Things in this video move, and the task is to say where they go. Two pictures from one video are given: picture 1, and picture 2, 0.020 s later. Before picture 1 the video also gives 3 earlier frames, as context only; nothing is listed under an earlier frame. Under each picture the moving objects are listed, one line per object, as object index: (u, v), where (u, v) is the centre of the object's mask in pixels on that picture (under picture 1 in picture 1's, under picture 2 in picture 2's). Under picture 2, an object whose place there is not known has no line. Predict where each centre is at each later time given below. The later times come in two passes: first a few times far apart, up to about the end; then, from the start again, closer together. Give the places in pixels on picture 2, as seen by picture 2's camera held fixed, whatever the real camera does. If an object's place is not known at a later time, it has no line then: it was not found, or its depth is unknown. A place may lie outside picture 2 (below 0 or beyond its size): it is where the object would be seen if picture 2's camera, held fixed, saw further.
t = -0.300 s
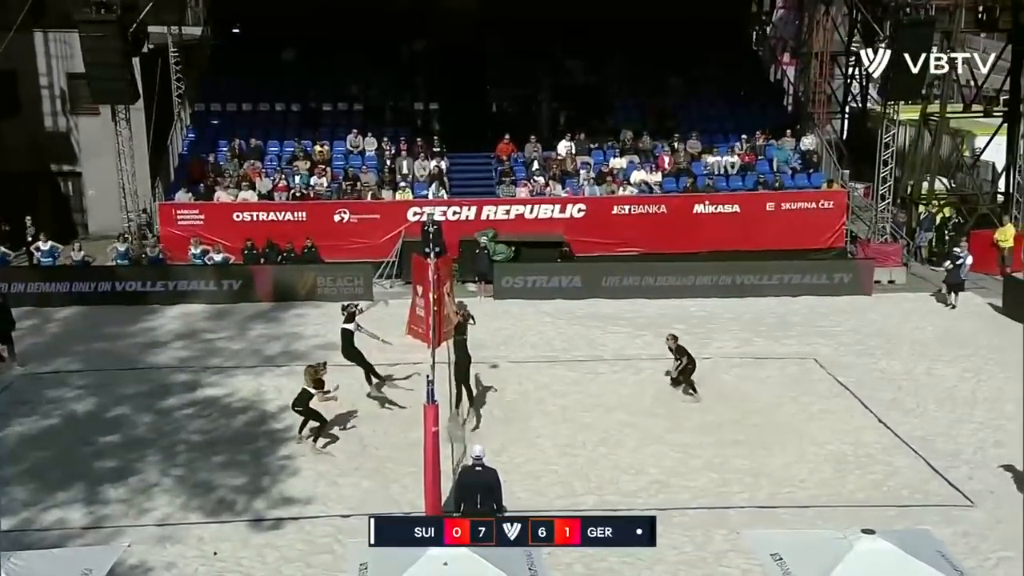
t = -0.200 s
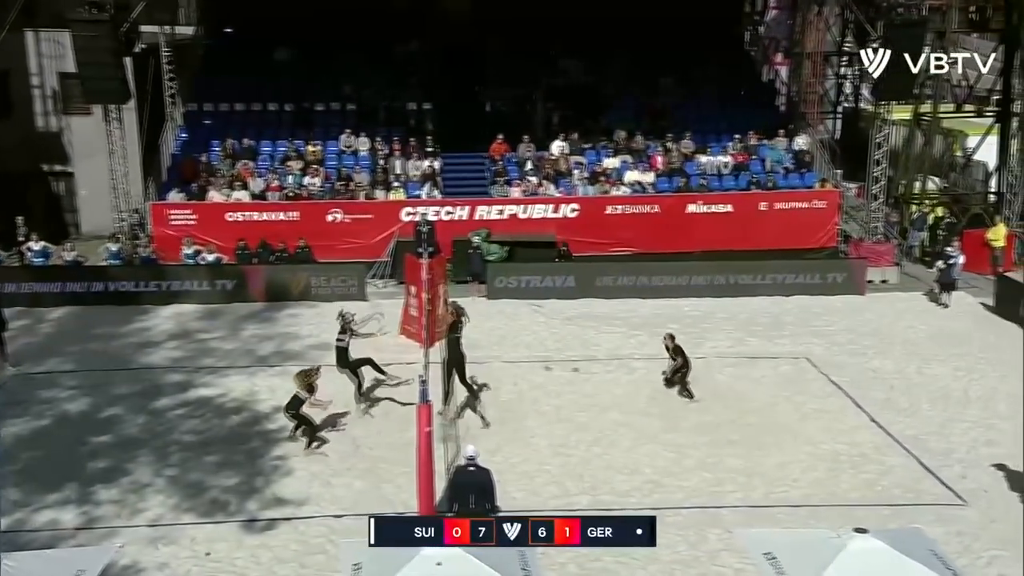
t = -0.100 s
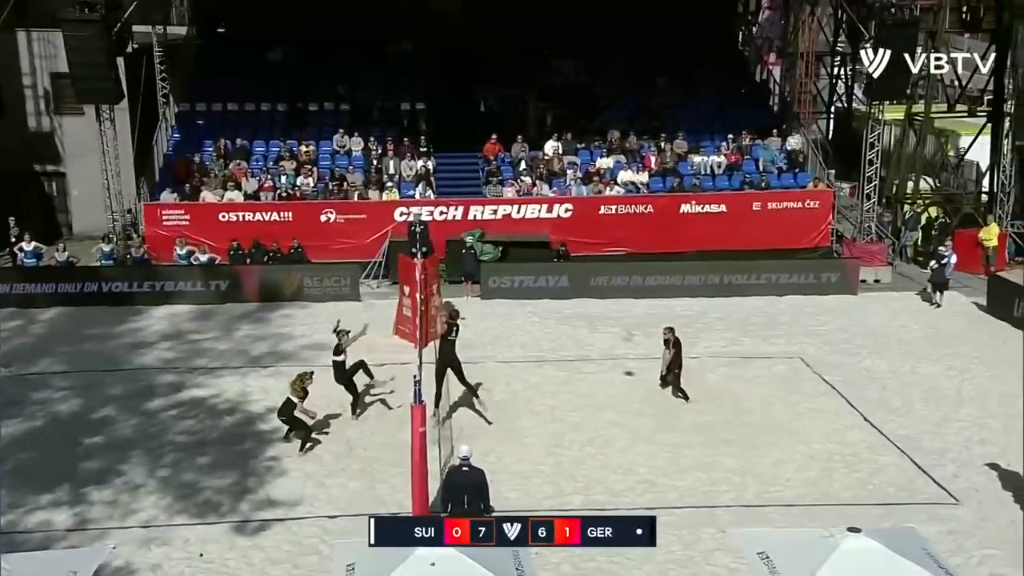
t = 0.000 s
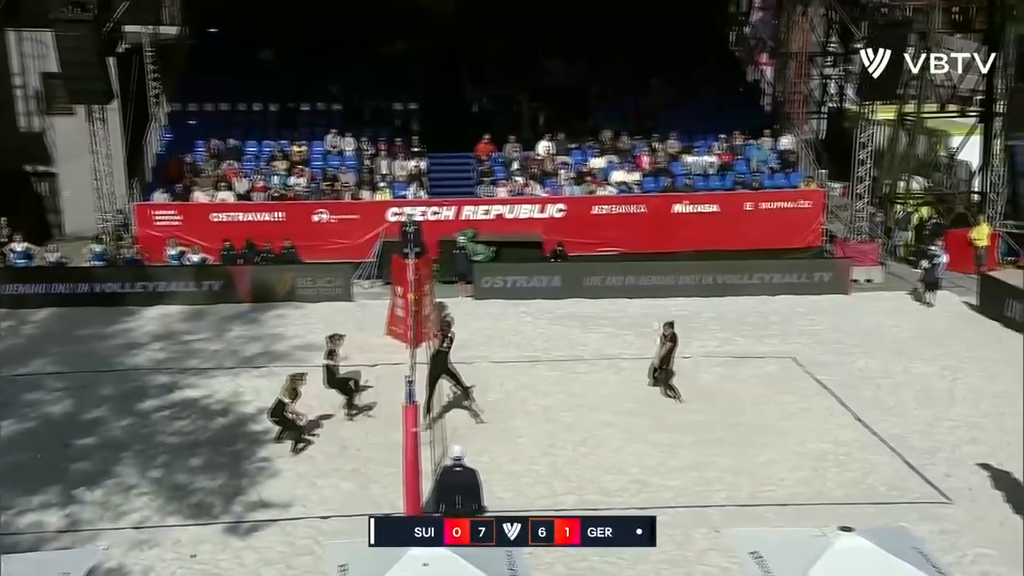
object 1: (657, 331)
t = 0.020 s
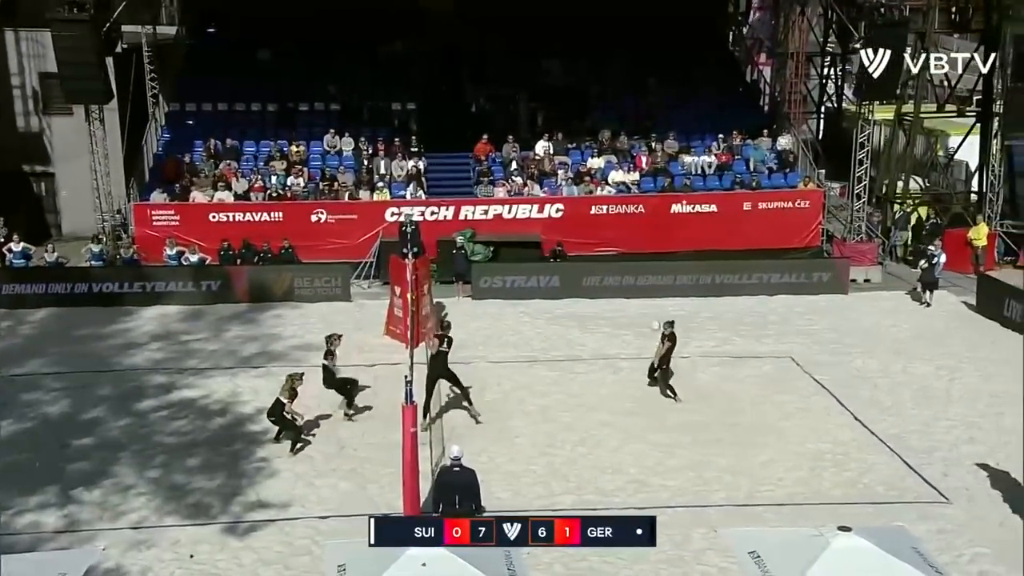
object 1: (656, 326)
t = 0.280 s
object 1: (649, 254)
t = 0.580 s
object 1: (645, 216)
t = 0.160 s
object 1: (651, 284)
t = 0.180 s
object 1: (650, 277)
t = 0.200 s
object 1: (650, 272)
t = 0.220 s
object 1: (650, 268)
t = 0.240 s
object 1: (650, 264)
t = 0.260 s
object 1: (649, 258)
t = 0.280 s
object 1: (649, 254)
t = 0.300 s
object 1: (648, 251)
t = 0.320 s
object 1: (648, 247)
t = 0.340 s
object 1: (647, 243)
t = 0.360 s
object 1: (647, 239)
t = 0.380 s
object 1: (648, 236)
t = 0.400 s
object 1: (647, 233)
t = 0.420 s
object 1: (647, 230)
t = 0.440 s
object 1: (646, 228)
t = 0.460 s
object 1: (646, 225)
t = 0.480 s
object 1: (645, 223)
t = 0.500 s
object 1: (645, 221)
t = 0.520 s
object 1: (646, 219)
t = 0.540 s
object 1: (645, 217)
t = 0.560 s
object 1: (645, 216)
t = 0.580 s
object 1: (645, 216)
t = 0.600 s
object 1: (645, 214)
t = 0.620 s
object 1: (644, 213)
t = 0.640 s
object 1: (644, 213)
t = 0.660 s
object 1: (643, 212)
